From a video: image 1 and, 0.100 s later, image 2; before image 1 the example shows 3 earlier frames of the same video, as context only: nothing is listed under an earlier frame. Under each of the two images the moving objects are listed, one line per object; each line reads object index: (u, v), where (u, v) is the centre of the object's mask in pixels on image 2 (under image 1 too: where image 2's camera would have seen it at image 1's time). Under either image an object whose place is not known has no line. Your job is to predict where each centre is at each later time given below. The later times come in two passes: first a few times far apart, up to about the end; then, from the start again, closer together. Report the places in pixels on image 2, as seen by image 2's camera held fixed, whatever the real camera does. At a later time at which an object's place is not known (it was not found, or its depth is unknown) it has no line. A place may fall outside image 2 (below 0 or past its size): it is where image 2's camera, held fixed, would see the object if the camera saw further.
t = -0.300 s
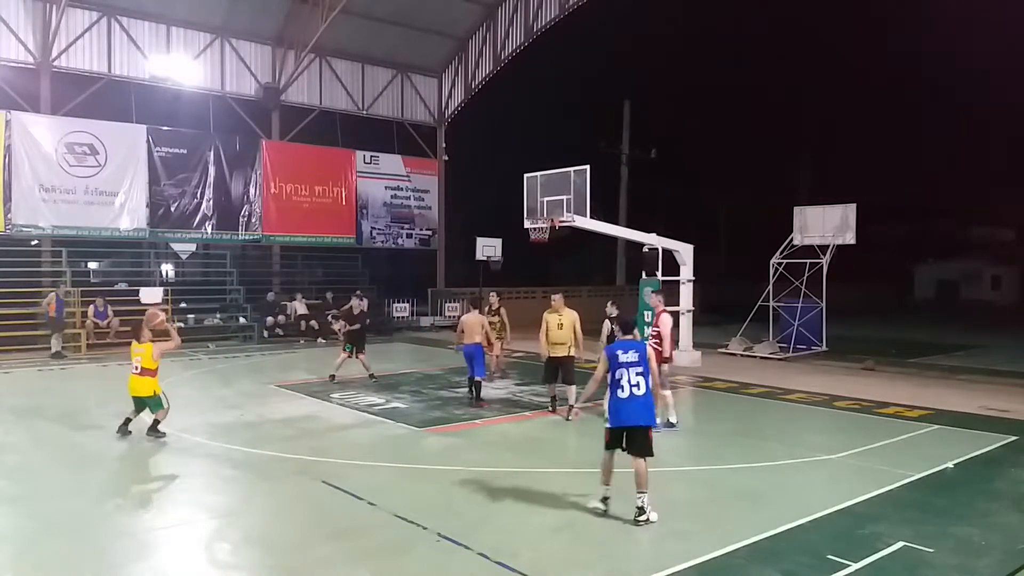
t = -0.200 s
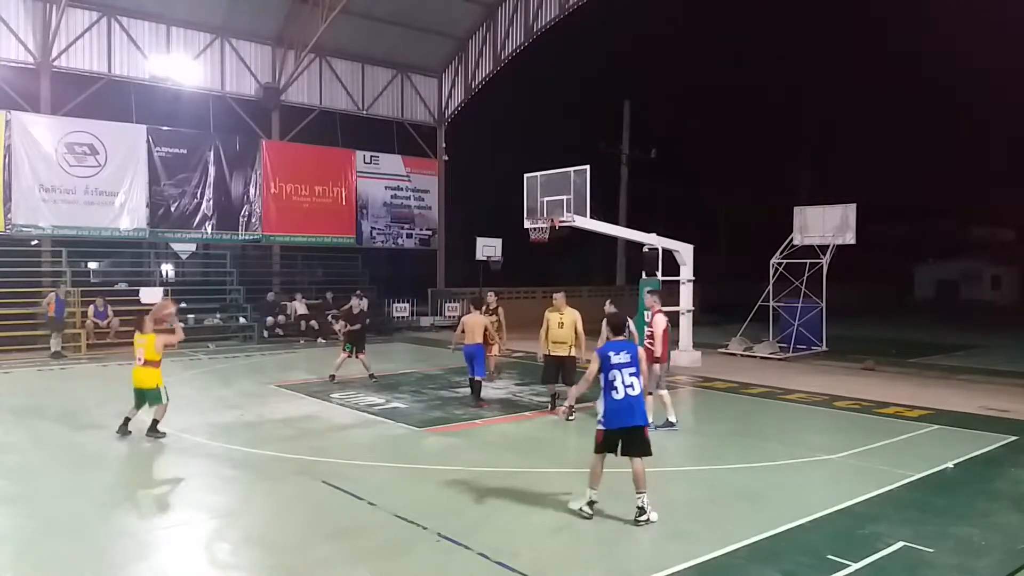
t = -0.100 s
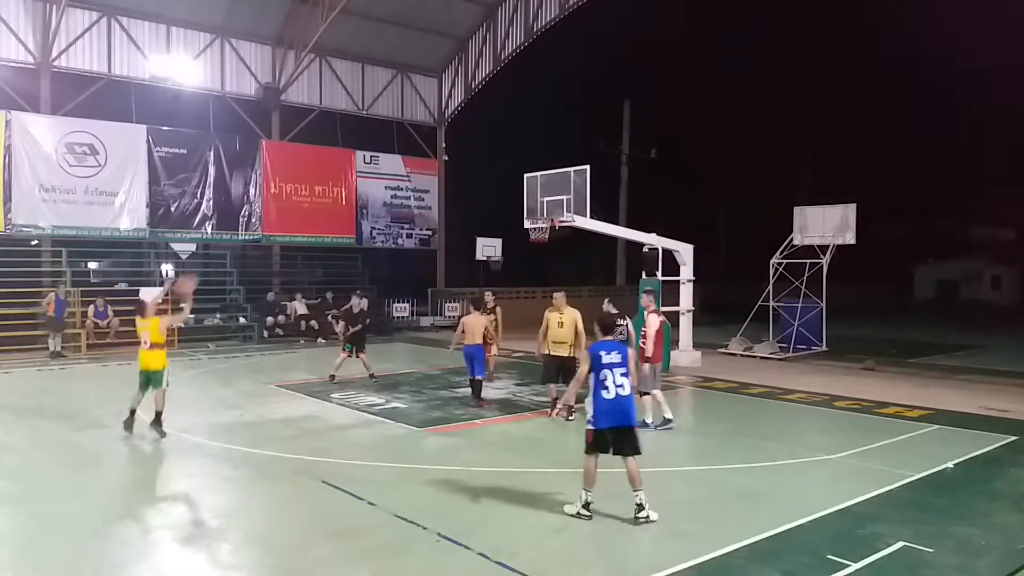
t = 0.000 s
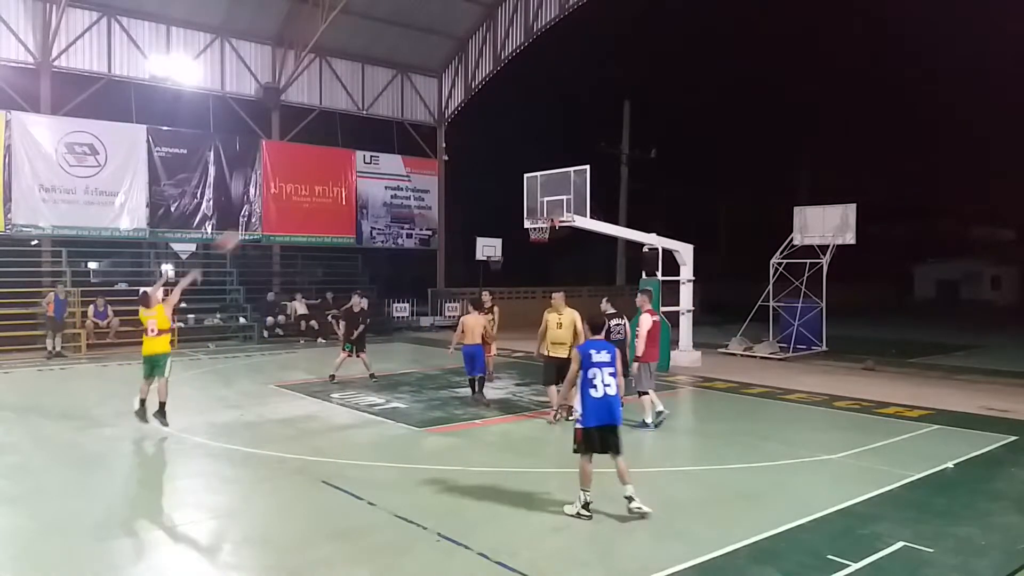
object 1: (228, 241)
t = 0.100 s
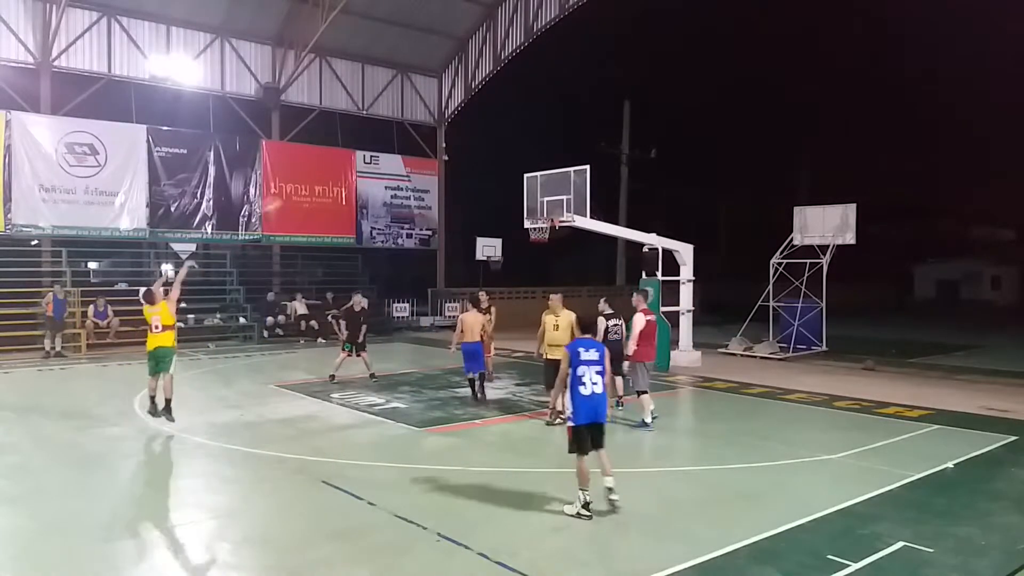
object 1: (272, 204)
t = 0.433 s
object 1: (388, 151)
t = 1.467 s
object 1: (559, 267)
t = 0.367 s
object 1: (367, 156)
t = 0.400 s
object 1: (378, 151)
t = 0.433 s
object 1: (388, 151)
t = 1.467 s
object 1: (559, 267)
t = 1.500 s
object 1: (560, 274)
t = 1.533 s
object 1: (561, 281)
